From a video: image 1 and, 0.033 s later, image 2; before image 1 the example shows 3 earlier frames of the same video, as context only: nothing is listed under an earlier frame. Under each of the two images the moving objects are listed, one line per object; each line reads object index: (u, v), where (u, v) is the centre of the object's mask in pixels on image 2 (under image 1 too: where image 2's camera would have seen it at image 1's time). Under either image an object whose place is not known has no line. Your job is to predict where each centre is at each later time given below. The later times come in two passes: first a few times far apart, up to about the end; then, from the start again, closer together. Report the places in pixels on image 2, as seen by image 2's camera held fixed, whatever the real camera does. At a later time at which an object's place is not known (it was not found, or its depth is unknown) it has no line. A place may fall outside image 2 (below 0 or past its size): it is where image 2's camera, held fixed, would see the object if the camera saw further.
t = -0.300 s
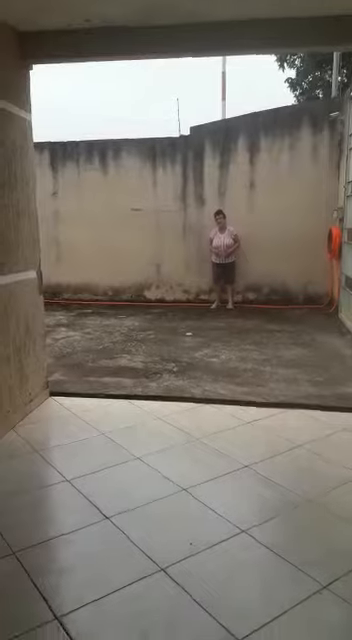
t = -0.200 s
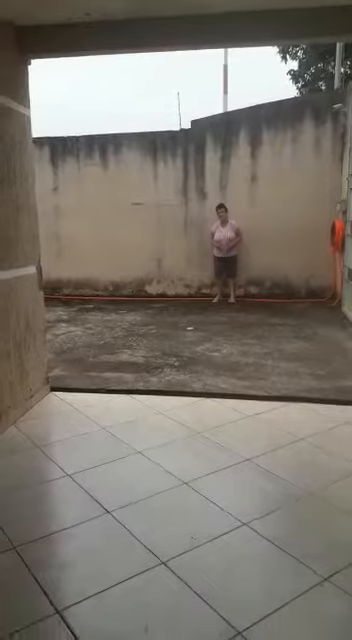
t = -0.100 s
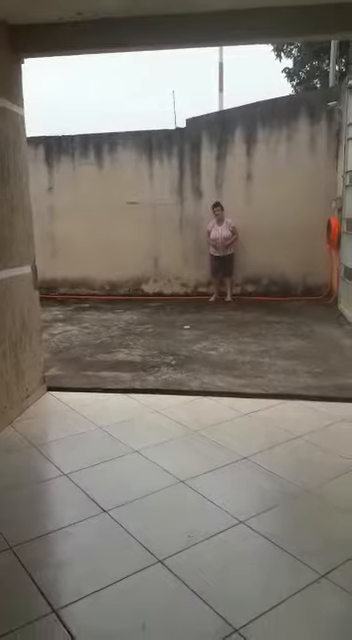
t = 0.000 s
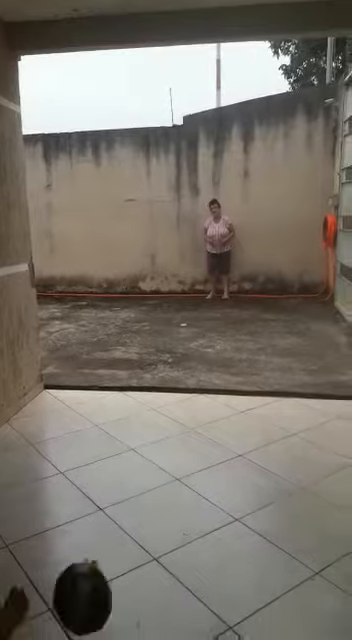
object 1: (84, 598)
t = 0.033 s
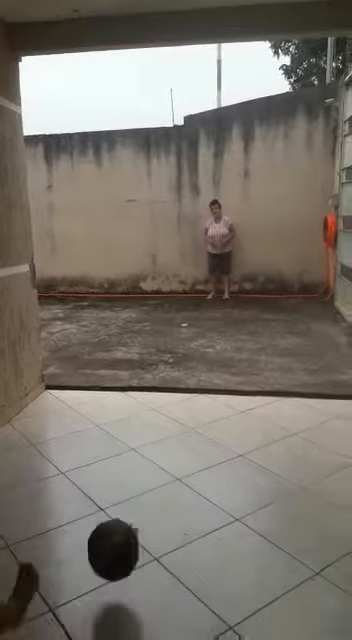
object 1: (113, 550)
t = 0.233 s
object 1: (207, 420)
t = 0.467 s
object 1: (247, 360)
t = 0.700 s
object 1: (269, 339)
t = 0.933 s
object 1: (281, 319)
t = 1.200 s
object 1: (295, 304)
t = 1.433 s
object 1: (303, 295)
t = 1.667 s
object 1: (314, 299)
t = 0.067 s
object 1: (137, 513)
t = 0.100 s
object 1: (157, 485)
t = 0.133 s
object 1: (173, 464)
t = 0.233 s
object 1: (207, 420)
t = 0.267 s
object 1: (214, 406)
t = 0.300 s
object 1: (223, 399)
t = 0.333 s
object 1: (229, 389)
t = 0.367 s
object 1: (234, 382)
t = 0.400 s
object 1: (240, 377)
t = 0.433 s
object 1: (244, 368)
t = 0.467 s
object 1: (247, 360)
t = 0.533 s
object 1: (254, 354)
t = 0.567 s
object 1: (257, 351)
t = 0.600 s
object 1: (260, 347)
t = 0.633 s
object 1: (263, 343)
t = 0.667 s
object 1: (265, 342)
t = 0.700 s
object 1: (269, 339)
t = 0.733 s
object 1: (271, 334)
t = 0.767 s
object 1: (272, 331)
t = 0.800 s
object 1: (274, 329)
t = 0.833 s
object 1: (277, 327)
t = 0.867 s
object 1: (279, 325)
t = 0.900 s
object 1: (280, 322)
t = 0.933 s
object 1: (281, 319)
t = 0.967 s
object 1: (283, 316)
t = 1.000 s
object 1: (283, 316)
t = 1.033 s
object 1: (286, 312)
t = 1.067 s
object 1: (287, 310)
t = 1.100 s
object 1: (290, 308)
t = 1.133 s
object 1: (293, 305)
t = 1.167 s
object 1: (293, 305)
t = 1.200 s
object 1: (295, 304)
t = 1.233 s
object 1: (295, 304)
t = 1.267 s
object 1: (295, 302)
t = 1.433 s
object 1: (303, 295)
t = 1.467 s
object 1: (304, 294)
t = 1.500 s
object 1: (306, 297)
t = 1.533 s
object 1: (308, 298)
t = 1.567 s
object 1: (308, 300)
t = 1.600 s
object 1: (308, 300)
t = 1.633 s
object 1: (309, 299)
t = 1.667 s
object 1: (314, 299)
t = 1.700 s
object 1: (317, 298)
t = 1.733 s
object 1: (316, 301)
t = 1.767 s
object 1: (312, 299)
